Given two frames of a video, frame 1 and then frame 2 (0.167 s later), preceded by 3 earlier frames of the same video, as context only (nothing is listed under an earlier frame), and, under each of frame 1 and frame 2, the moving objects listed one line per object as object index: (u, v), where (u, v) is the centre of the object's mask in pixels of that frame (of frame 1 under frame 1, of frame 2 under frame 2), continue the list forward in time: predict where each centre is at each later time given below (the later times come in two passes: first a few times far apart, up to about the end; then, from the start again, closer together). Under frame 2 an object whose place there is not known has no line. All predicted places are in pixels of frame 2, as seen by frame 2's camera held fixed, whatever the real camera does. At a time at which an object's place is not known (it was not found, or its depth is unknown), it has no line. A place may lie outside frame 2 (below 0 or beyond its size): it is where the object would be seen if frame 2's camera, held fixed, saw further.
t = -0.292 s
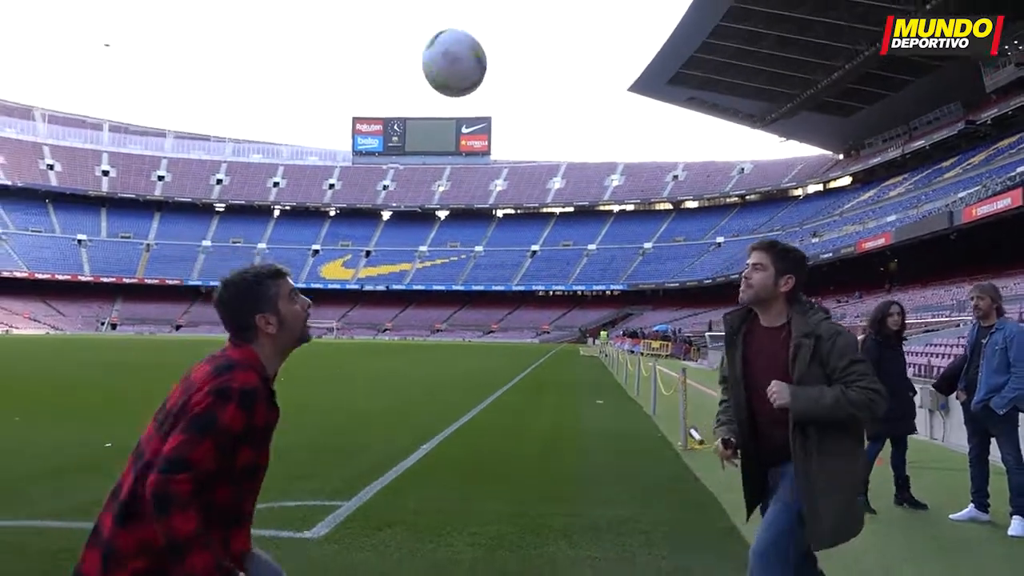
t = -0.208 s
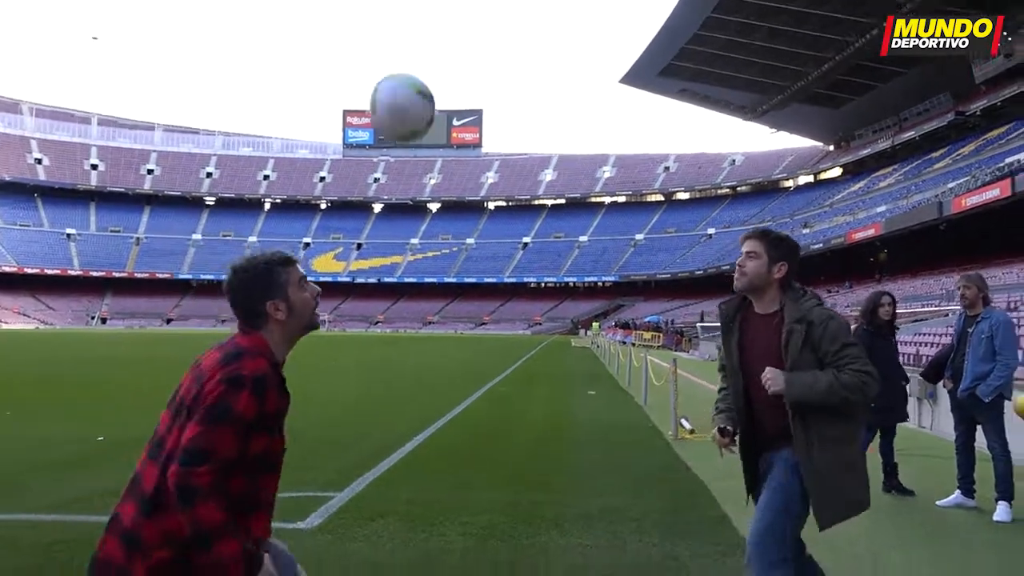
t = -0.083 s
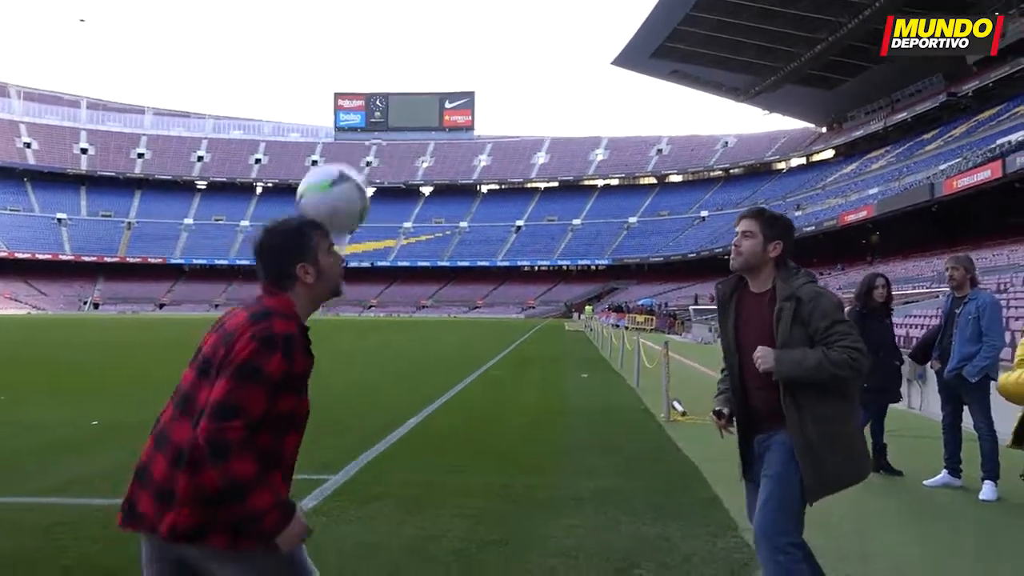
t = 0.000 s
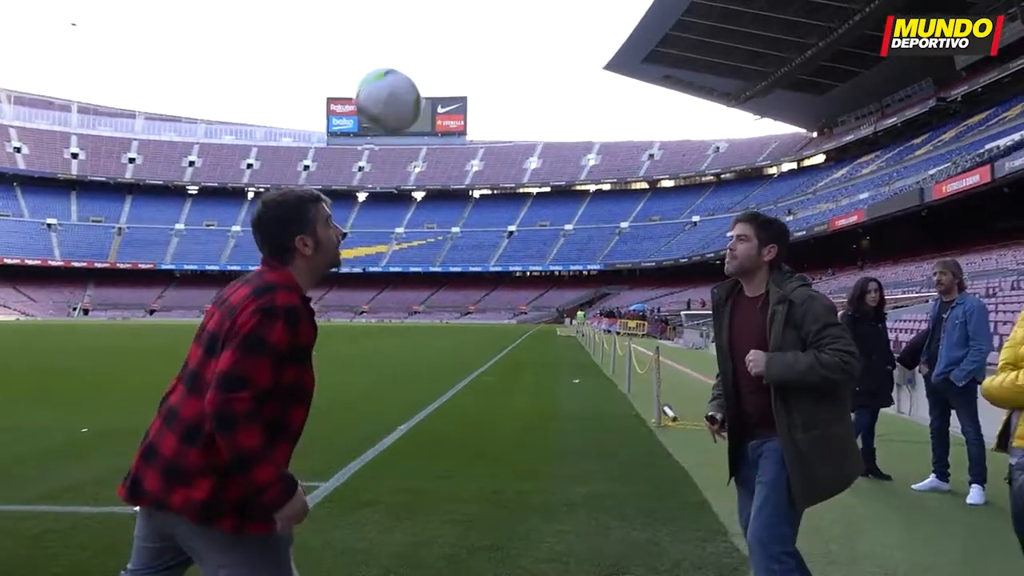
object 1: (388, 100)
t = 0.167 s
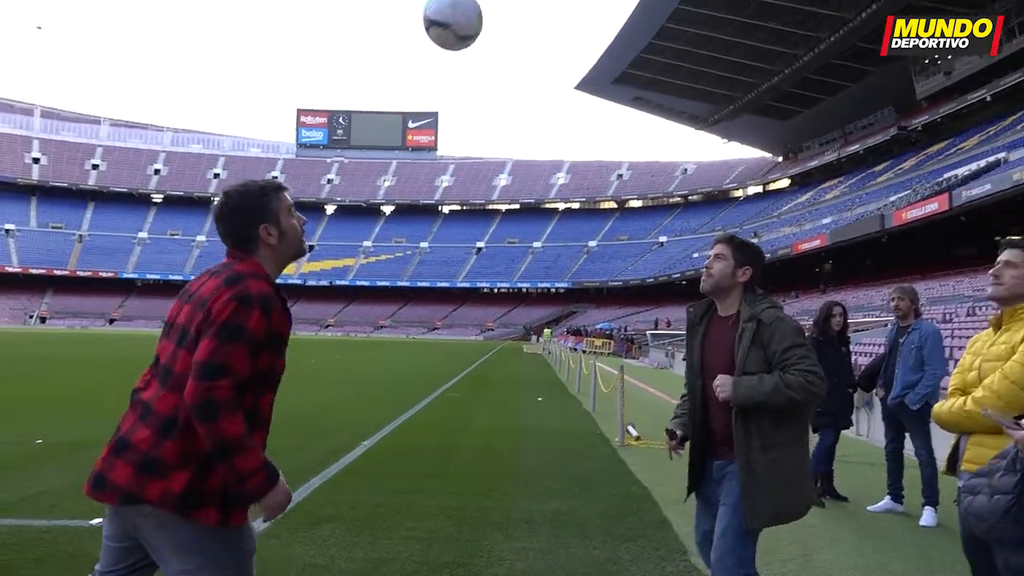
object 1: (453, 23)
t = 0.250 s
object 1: (494, 11)
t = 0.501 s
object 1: (613, 57)
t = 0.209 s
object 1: (473, 16)
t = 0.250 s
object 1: (494, 11)
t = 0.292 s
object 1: (514, 12)
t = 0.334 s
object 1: (533, 16)
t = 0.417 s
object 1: (568, 29)
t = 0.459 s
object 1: (586, 37)
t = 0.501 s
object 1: (613, 57)
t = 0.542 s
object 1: (628, 77)
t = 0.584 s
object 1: (643, 100)
